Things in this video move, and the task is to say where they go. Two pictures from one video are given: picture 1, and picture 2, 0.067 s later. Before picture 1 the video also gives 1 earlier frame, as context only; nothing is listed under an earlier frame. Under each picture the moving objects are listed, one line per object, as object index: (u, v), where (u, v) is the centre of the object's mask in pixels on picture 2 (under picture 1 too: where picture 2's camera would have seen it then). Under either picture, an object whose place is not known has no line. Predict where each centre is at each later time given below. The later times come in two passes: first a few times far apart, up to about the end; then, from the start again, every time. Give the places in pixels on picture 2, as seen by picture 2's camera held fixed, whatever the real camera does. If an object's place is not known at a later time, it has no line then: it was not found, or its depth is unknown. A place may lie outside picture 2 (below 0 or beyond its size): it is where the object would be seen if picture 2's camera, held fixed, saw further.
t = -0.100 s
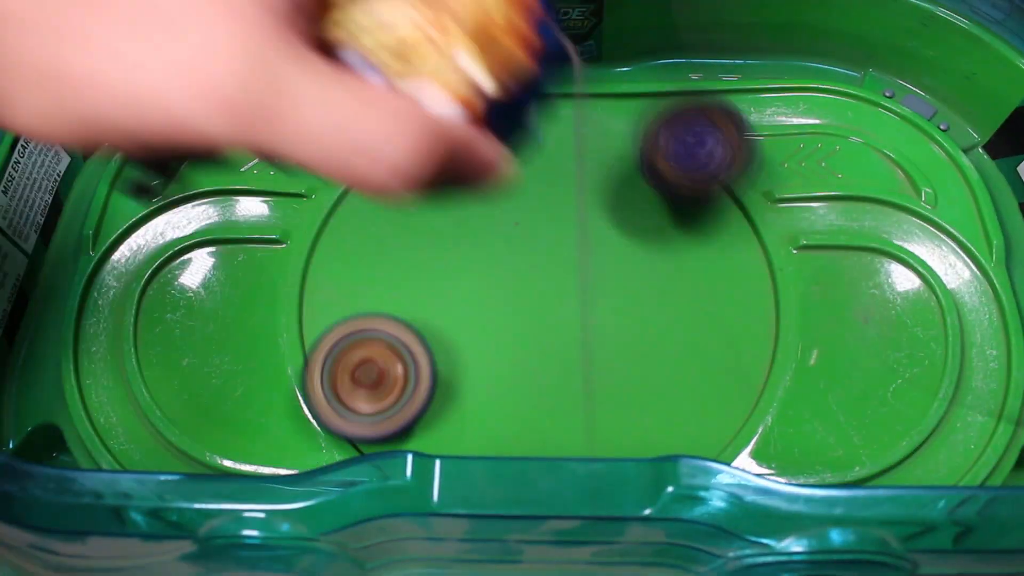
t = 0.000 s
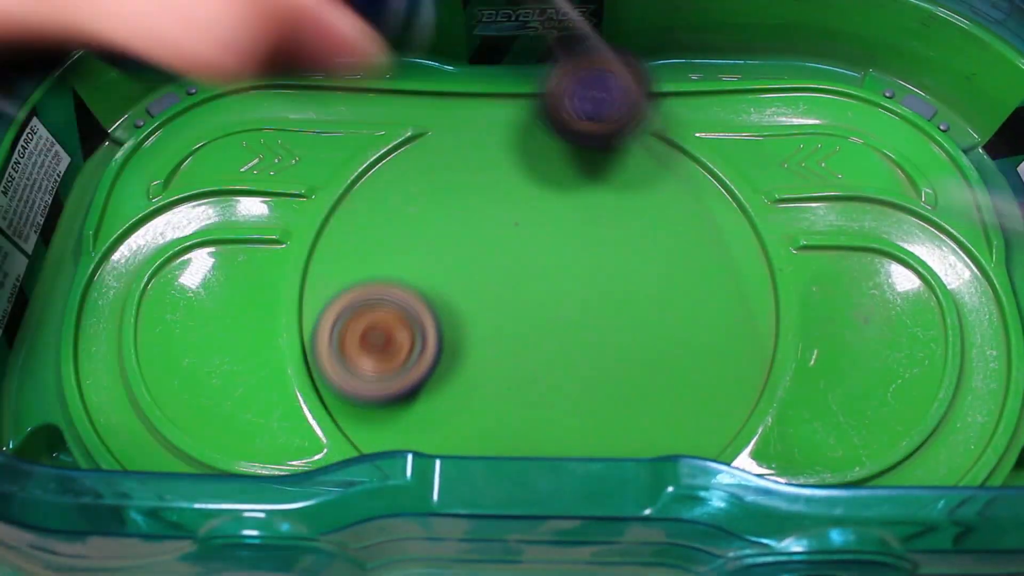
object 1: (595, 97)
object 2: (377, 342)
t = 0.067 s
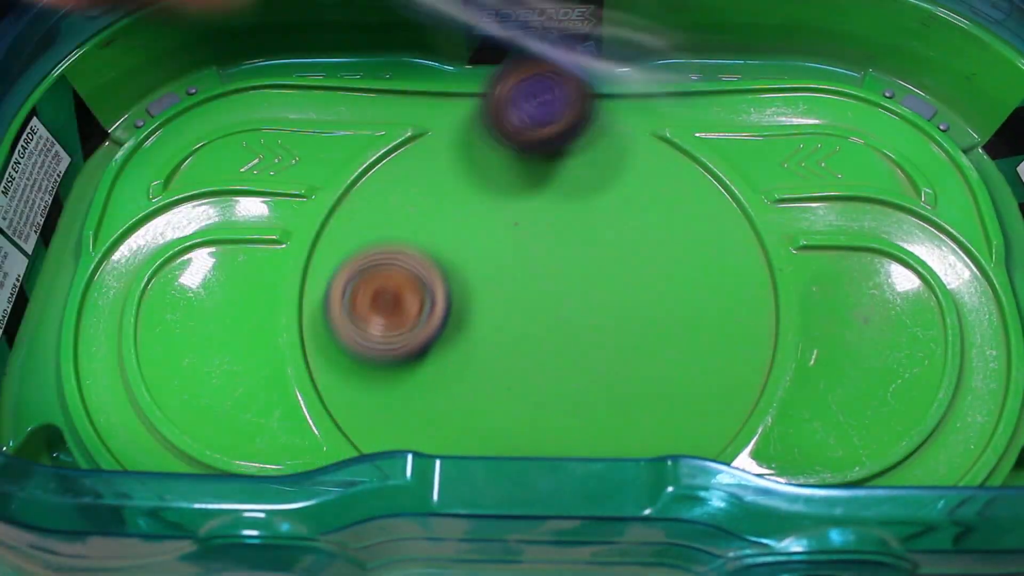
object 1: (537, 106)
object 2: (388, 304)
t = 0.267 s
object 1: (517, 176)
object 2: (340, 207)
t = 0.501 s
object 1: (728, 217)
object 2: (535, 172)
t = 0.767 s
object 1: (658, 162)
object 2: (570, 446)
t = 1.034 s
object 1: (553, 252)
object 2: (319, 206)
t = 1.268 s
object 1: (708, 402)
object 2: (604, 157)
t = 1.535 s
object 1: (890, 452)
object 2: (682, 171)
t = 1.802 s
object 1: (992, 310)
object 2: (432, 207)
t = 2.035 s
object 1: (810, 189)
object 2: (450, 145)
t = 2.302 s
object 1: (657, 296)
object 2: (451, 174)
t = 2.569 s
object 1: (700, 268)
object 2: (408, 148)
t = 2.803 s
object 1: (635, 245)
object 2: (510, 297)
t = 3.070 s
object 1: (594, 319)
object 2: (347, 342)
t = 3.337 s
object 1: (542, 343)
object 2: (500, 213)
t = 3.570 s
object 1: (566, 406)
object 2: (698, 333)
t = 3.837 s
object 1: (404, 415)
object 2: (694, 372)
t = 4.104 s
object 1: (376, 334)
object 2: (551, 324)
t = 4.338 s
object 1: (327, 278)
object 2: (681, 185)
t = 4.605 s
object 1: (361, 191)
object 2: (679, 360)
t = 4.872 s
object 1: (454, 118)
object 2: (459, 237)
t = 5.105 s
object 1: (456, 133)
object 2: (570, 223)
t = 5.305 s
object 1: (515, 226)
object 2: (603, 322)
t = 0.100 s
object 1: (513, 120)
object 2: (393, 281)
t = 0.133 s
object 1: (489, 145)
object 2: (397, 256)
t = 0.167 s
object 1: (483, 157)
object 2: (387, 239)
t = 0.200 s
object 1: (491, 162)
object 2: (367, 234)
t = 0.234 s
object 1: (503, 167)
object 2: (351, 222)
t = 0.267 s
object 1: (517, 176)
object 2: (340, 207)
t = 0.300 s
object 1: (538, 188)
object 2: (342, 190)
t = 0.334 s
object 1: (563, 200)
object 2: (367, 185)
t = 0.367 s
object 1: (595, 210)
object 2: (393, 174)
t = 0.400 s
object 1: (629, 220)
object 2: (425, 163)
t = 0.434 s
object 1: (664, 225)
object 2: (462, 157)
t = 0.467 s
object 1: (698, 224)
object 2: (497, 160)
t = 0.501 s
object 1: (728, 217)
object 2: (535, 172)
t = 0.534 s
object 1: (748, 208)
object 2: (572, 194)
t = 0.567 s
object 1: (753, 201)
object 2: (605, 223)
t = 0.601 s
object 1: (745, 201)
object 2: (631, 258)
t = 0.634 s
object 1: (730, 202)
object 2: (645, 302)
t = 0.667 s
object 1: (716, 192)
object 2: (643, 356)
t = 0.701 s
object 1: (698, 181)
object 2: (628, 404)
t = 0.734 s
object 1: (679, 171)
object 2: (605, 429)
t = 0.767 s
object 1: (658, 162)
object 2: (570, 446)
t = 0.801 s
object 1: (639, 156)
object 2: (519, 442)
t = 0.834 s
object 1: (620, 156)
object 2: (483, 434)
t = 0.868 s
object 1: (602, 161)
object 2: (438, 420)
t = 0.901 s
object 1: (587, 166)
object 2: (389, 403)
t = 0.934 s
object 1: (573, 180)
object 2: (341, 369)
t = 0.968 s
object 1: (562, 200)
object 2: (304, 320)
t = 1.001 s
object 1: (555, 223)
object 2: (301, 263)
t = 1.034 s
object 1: (553, 252)
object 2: (319, 206)
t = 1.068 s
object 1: (556, 284)
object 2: (349, 154)
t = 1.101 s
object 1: (568, 314)
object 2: (388, 106)
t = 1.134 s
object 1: (588, 341)
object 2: (426, 74)
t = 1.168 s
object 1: (612, 371)
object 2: (463, 81)
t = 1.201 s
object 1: (641, 392)
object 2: (505, 102)
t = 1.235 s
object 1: (675, 401)
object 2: (549, 132)
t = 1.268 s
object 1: (708, 402)
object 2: (604, 157)
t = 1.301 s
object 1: (733, 396)
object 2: (655, 189)
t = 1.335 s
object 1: (750, 380)
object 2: (704, 230)
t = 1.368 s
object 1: (758, 364)
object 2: (741, 264)
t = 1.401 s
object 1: (793, 423)
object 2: (743, 252)
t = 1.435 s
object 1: (828, 472)
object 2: (736, 225)
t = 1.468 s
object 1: (841, 466)
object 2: (721, 197)
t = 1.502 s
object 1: (861, 456)
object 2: (703, 179)
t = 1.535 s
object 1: (890, 452)
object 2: (682, 171)
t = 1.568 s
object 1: (919, 452)
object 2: (661, 172)
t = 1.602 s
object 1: (944, 446)
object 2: (636, 181)
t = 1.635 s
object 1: (961, 433)
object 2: (610, 193)
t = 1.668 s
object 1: (971, 412)
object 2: (575, 208)
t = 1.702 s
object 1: (983, 389)
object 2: (540, 216)
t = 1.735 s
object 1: (990, 366)
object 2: (500, 219)
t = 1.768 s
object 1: (993, 339)
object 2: (465, 216)
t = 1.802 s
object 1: (992, 310)
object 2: (432, 207)
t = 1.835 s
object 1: (987, 275)
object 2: (405, 193)
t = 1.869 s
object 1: (976, 246)
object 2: (384, 175)
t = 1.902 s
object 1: (960, 218)
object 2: (371, 154)
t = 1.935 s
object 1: (924, 197)
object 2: (386, 146)
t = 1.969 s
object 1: (889, 186)
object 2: (408, 150)
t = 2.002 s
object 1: (850, 186)
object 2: (428, 149)
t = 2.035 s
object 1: (810, 189)
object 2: (450, 145)
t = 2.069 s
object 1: (770, 192)
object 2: (471, 140)
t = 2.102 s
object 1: (725, 198)
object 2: (497, 139)
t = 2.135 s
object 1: (673, 197)
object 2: (522, 143)
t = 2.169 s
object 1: (628, 198)
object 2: (533, 150)
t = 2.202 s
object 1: (636, 219)
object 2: (512, 152)
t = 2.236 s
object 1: (646, 256)
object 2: (490, 159)
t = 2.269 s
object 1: (654, 278)
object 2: (469, 167)
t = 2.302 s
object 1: (657, 296)
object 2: (451, 174)
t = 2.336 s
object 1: (661, 307)
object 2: (433, 180)
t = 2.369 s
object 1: (665, 313)
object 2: (414, 183)
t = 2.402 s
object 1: (672, 315)
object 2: (398, 181)
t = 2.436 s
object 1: (680, 313)
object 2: (385, 176)
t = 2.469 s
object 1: (690, 306)
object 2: (377, 168)
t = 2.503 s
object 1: (698, 294)
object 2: (376, 157)
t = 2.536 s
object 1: (701, 281)
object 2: (387, 149)
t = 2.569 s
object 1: (700, 268)
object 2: (408, 148)
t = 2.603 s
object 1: (697, 257)
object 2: (433, 151)
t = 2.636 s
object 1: (691, 249)
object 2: (458, 161)
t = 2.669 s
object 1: (683, 243)
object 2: (478, 177)
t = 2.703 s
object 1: (673, 241)
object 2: (497, 202)
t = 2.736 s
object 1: (661, 240)
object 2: (510, 232)
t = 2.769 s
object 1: (647, 241)
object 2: (514, 263)
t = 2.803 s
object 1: (635, 245)
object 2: (510, 297)
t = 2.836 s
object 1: (622, 251)
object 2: (497, 330)
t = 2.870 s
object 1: (610, 259)
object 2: (476, 358)
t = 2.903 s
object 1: (598, 269)
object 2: (448, 379)
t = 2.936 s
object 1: (589, 278)
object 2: (413, 394)
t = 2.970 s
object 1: (583, 288)
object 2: (379, 398)
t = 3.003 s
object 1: (584, 297)
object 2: (344, 397)
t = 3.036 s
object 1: (589, 306)
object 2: (343, 364)
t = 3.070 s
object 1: (594, 319)
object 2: (347, 342)
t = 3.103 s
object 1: (592, 333)
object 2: (349, 315)
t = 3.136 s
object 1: (581, 345)
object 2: (351, 290)
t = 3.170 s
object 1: (570, 350)
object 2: (358, 264)
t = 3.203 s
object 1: (560, 353)
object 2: (374, 239)
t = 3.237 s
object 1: (554, 353)
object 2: (397, 221)
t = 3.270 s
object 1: (548, 351)
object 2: (429, 210)
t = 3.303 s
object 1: (543, 348)
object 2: (463, 208)
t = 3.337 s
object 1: (542, 343)
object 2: (500, 213)
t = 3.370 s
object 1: (543, 336)
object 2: (538, 226)
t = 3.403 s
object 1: (543, 347)
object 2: (574, 236)
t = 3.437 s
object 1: (542, 368)
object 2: (604, 243)
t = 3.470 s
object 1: (545, 384)
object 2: (631, 258)
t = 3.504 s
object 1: (555, 394)
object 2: (653, 280)
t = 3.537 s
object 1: (570, 397)
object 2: (672, 311)
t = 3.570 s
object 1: (566, 406)
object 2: (698, 333)
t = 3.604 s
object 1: (530, 422)
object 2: (744, 338)
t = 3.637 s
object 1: (500, 434)
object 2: (772, 341)
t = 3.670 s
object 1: (484, 438)
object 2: (765, 337)
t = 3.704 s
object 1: (470, 435)
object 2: (751, 342)
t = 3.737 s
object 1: (452, 431)
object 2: (734, 351)
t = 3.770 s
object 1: (432, 426)
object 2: (720, 356)
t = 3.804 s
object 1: (415, 421)
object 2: (706, 362)
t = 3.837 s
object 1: (404, 415)
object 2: (694, 372)
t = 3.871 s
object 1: (400, 405)
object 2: (682, 384)
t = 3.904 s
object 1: (396, 395)
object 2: (667, 394)
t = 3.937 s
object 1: (392, 382)
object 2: (647, 399)
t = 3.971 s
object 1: (389, 370)
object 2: (624, 399)
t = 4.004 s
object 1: (386, 359)
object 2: (602, 392)
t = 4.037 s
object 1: (383, 350)
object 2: (581, 376)
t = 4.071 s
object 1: (380, 341)
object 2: (561, 351)
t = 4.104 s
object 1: (376, 334)
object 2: (551, 324)
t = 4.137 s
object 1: (370, 329)
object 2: (550, 296)
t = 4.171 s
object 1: (363, 323)
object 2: (557, 268)
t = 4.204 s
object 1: (356, 318)
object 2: (572, 241)
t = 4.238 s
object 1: (348, 310)
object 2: (594, 219)
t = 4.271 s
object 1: (340, 300)
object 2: (619, 201)
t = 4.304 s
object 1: (333, 289)
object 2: (648, 191)
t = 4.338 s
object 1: (327, 278)
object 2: (681, 185)
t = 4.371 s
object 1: (328, 266)
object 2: (712, 187)
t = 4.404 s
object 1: (332, 256)
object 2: (743, 196)
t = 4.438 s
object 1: (333, 243)
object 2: (747, 223)
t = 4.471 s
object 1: (336, 233)
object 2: (746, 257)
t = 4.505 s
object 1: (338, 221)
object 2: (745, 289)
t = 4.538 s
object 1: (345, 211)
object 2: (735, 316)
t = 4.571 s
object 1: (353, 202)
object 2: (711, 343)
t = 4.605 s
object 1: (361, 191)
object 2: (679, 360)
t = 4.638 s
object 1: (370, 180)
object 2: (639, 368)
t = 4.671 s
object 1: (380, 170)
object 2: (600, 365)
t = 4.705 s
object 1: (391, 161)
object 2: (559, 354)
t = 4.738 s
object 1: (404, 153)
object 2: (526, 335)
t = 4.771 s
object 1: (416, 146)
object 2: (497, 310)
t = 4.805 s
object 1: (428, 138)
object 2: (476, 283)
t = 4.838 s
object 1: (440, 132)
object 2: (463, 255)
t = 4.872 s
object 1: (454, 118)
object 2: (459, 237)
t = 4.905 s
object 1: (458, 74)
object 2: (465, 238)
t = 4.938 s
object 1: (460, 48)
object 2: (474, 236)
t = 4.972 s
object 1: (459, 48)
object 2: (487, 229)
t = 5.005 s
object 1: (456, 70)
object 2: (505, 221)
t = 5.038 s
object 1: (453, 94)
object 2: (527, 217)
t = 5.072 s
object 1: (452, 115)
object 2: (551, 217)
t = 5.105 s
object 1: (456, 133)
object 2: (570, 223)
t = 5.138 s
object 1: (463, 152)
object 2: (588, 233)
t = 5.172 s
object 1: (473, 169)
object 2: (601, 248)
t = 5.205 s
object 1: (482, 185)
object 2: (609, 264)
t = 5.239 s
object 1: (492, 198)
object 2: (613, 284)
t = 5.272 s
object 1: (504, 213)
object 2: (611, 304)
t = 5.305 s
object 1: (515, 226)
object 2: (603, 322)
